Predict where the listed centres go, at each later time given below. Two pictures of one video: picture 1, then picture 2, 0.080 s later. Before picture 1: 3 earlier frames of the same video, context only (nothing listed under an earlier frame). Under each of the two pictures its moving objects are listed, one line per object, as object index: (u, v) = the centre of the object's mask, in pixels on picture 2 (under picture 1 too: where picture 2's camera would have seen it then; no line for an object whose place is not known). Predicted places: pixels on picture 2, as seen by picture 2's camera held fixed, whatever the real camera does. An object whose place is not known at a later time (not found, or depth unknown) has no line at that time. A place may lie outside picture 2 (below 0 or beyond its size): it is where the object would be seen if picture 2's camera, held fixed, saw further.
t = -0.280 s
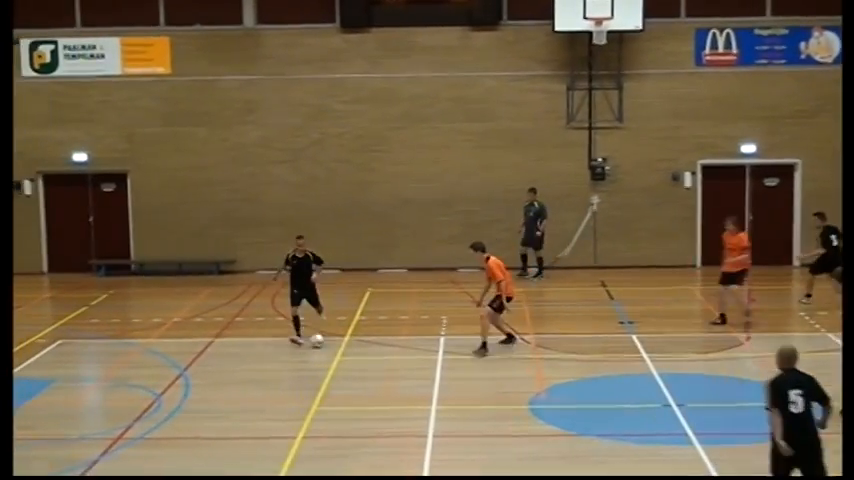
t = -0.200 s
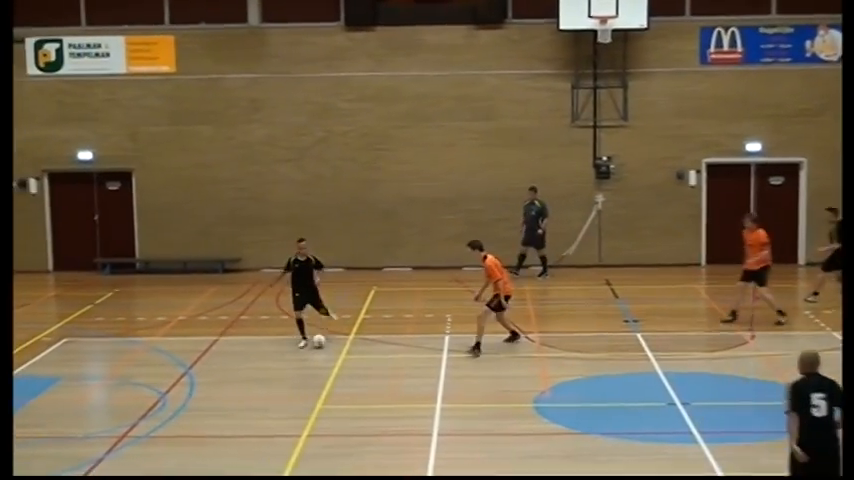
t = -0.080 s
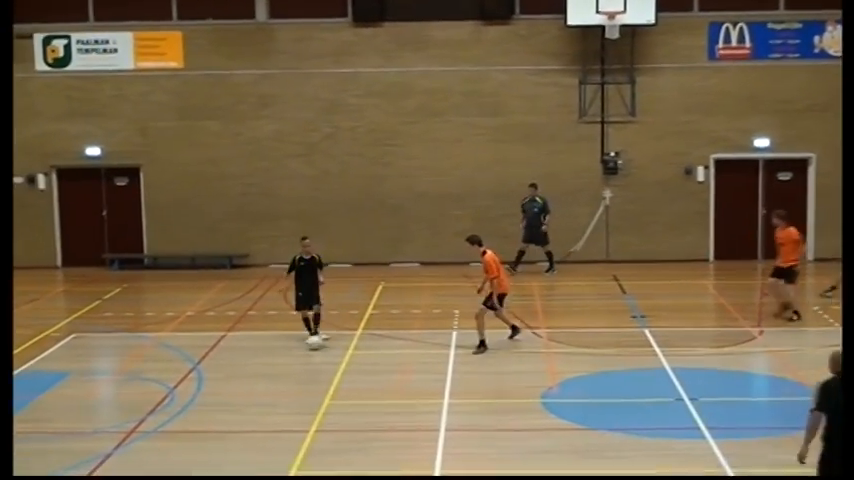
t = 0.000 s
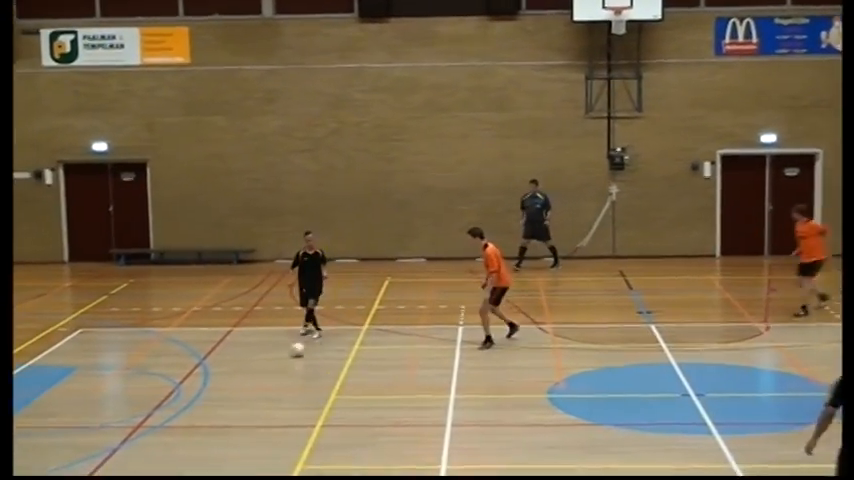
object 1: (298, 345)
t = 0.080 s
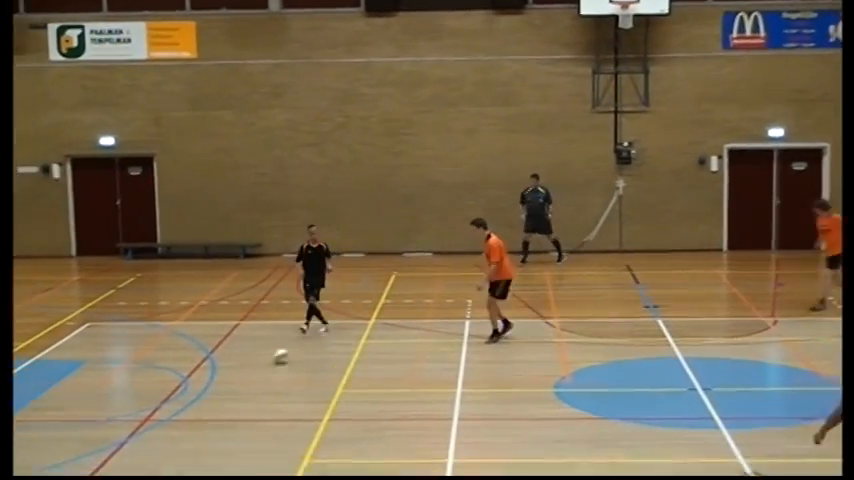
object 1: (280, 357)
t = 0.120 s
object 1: (267, 362)
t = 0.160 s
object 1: (254, 368)
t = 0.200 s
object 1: (242, 373)
